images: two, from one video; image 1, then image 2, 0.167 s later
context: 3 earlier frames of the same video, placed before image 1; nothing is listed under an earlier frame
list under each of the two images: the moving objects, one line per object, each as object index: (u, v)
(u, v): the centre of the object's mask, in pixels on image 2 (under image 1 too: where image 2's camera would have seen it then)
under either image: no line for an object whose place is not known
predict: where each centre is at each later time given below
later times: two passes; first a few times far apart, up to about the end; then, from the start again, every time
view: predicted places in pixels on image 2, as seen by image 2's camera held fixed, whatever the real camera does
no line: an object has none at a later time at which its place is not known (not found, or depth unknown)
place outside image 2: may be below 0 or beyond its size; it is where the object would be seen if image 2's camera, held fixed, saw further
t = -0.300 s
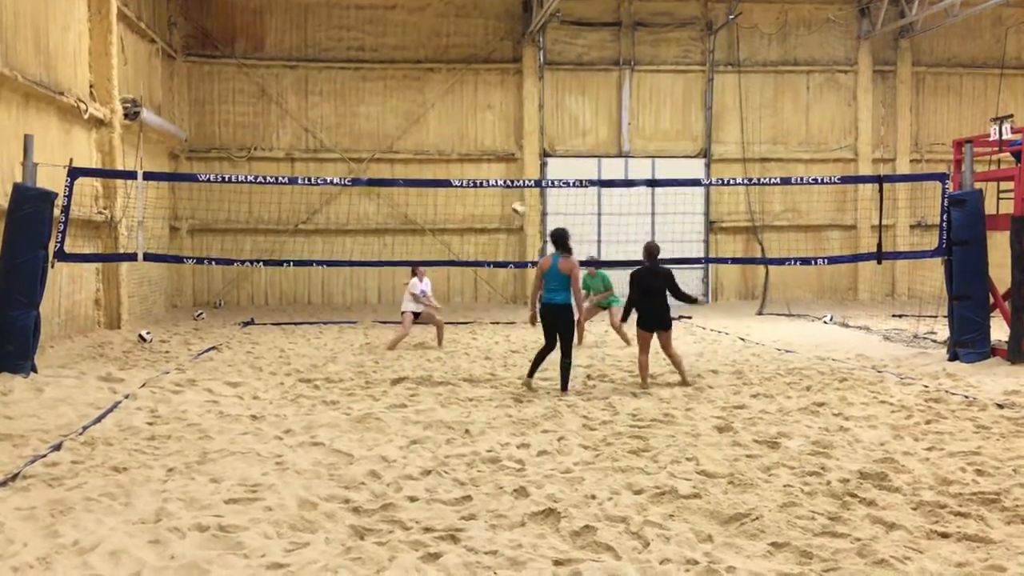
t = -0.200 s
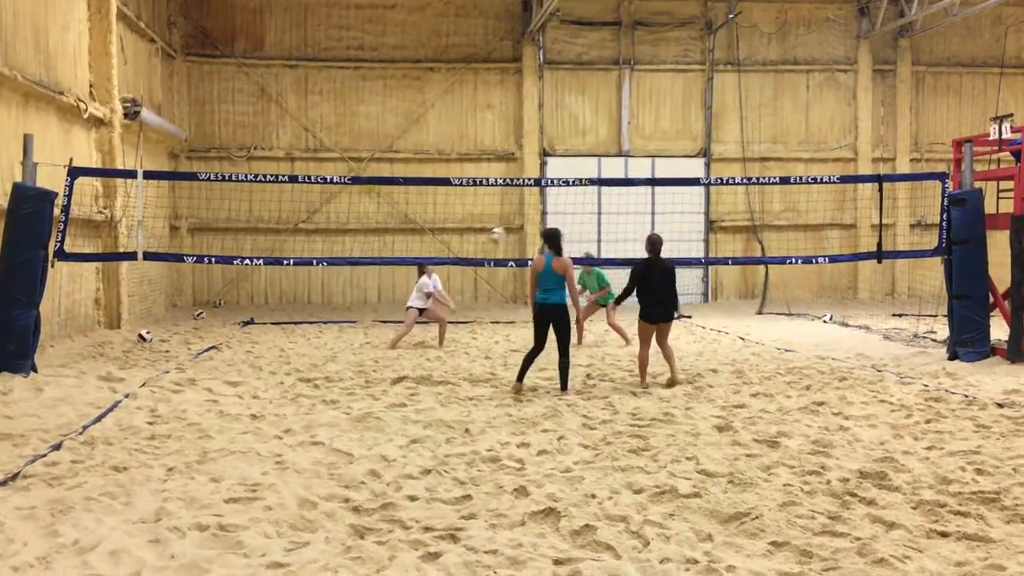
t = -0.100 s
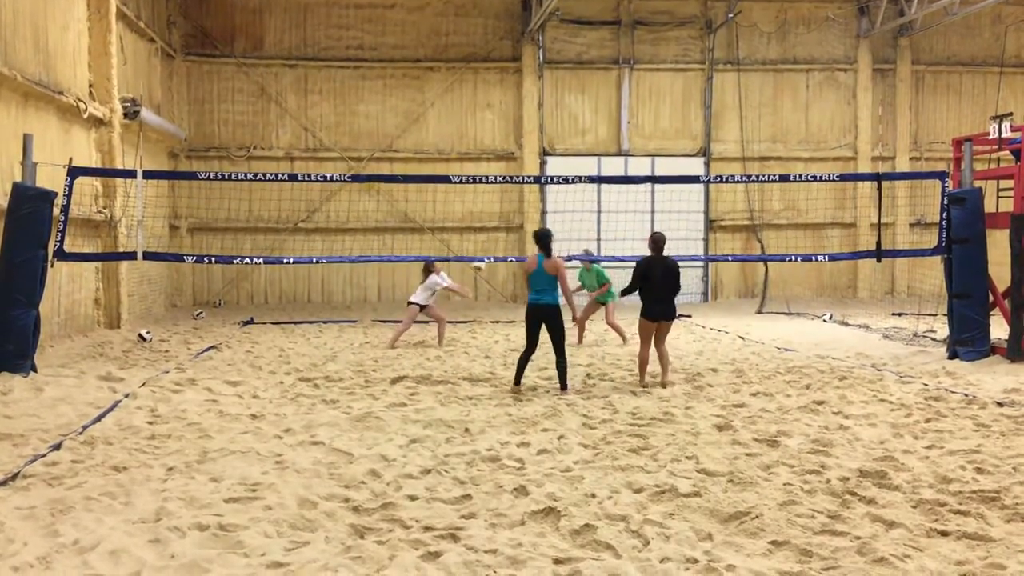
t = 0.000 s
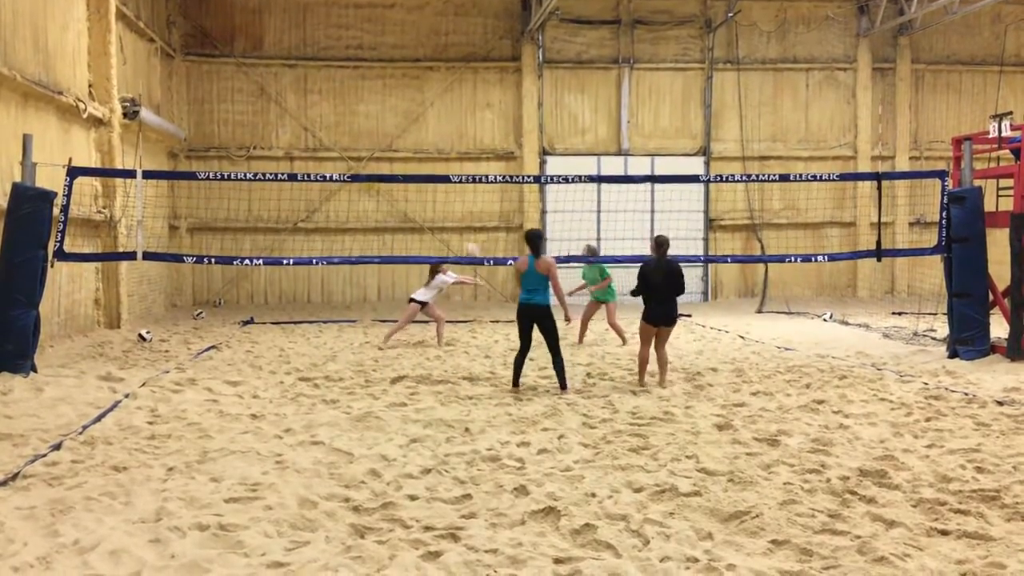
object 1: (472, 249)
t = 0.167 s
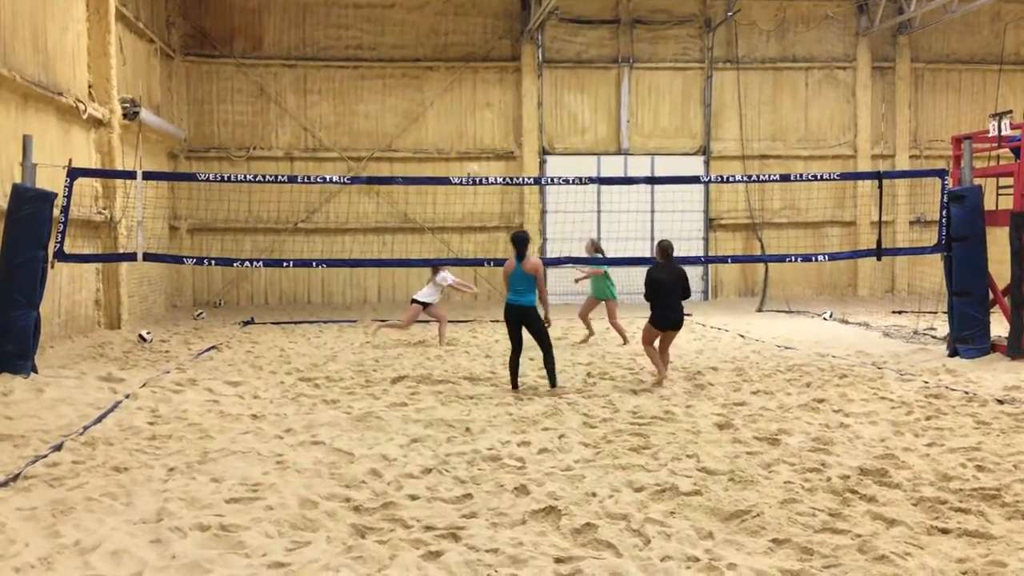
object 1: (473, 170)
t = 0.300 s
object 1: (473, 120)
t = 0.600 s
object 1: (472, 51)
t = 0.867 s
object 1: (472, 37)
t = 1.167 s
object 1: (473, 78)
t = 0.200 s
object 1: (472, 157)
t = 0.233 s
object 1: (473, 142)
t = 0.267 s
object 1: (473, 132)
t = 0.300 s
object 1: (473, 120)
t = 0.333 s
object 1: (472, 109)
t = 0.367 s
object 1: (472, 98)
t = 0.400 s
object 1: (472, 90)
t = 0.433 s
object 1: (472, 81)
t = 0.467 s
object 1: (472, 72)
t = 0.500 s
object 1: (472, 66)
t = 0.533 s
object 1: (472, 60)
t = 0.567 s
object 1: (472, 55)
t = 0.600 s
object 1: (472, 51)
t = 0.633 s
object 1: (472, 46)
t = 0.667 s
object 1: (472, 42)
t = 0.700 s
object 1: (472, 40)
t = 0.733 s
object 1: (472, 38)
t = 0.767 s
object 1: (472, 36)
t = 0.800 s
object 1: (472, 37)
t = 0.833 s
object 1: (472, 37)
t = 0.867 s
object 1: (472, 37)
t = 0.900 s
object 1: (472, 39)
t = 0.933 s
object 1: (472, 42)
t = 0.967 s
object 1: (472, 44)
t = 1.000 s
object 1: (472, 48)
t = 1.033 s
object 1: (473, 54)
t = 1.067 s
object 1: (473, 58)
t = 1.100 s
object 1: (473, 64)
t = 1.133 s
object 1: (472, 70)
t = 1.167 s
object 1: (473, 78)
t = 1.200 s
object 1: (473, 85)
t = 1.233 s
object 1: (474, 93)
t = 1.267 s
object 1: (474, 105)
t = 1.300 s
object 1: (474, 114)
